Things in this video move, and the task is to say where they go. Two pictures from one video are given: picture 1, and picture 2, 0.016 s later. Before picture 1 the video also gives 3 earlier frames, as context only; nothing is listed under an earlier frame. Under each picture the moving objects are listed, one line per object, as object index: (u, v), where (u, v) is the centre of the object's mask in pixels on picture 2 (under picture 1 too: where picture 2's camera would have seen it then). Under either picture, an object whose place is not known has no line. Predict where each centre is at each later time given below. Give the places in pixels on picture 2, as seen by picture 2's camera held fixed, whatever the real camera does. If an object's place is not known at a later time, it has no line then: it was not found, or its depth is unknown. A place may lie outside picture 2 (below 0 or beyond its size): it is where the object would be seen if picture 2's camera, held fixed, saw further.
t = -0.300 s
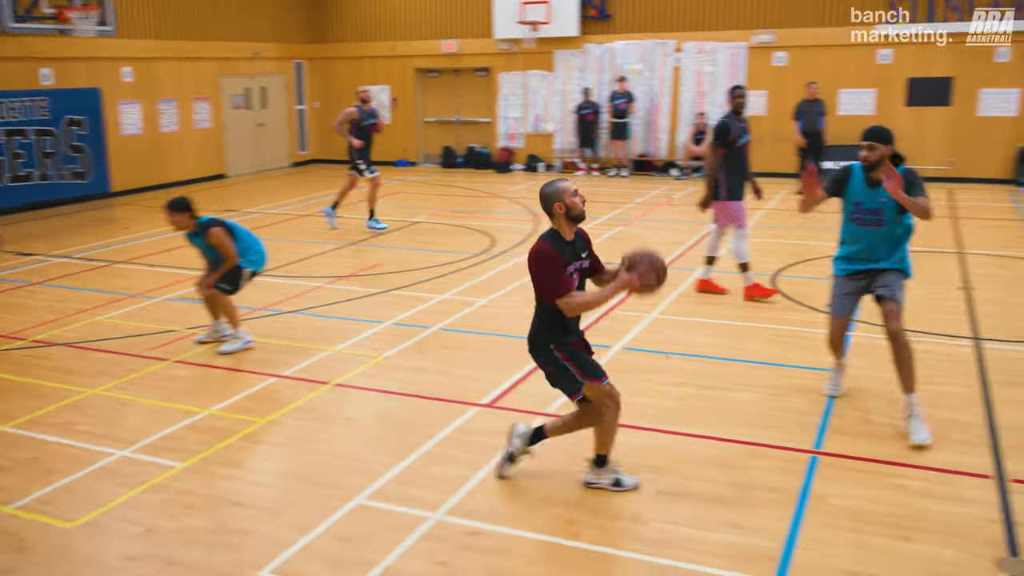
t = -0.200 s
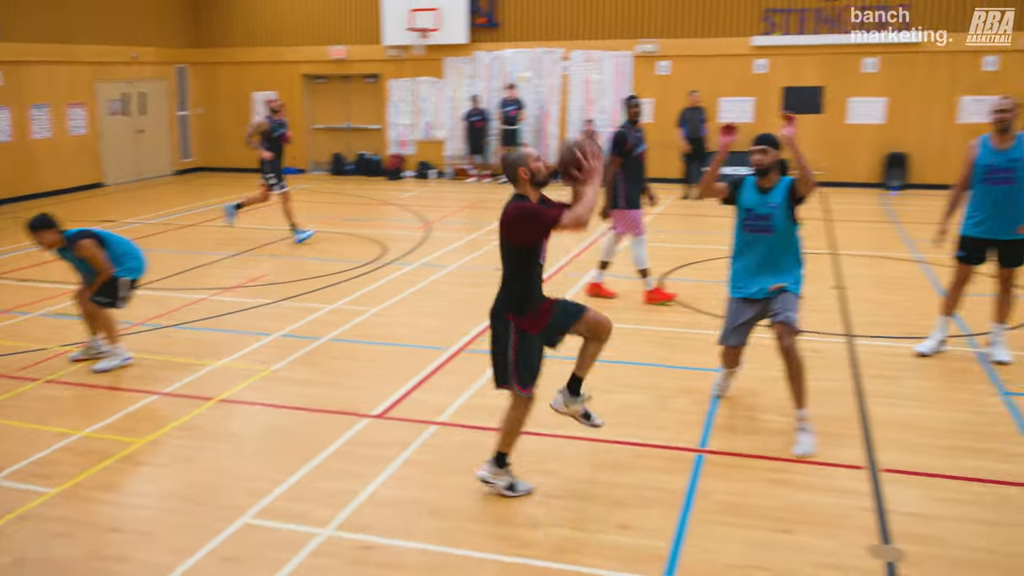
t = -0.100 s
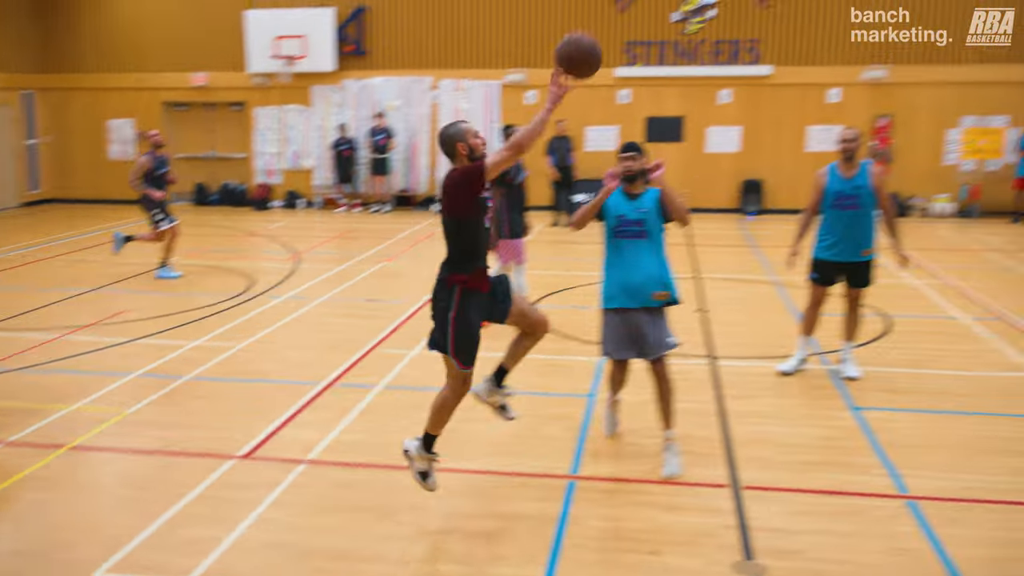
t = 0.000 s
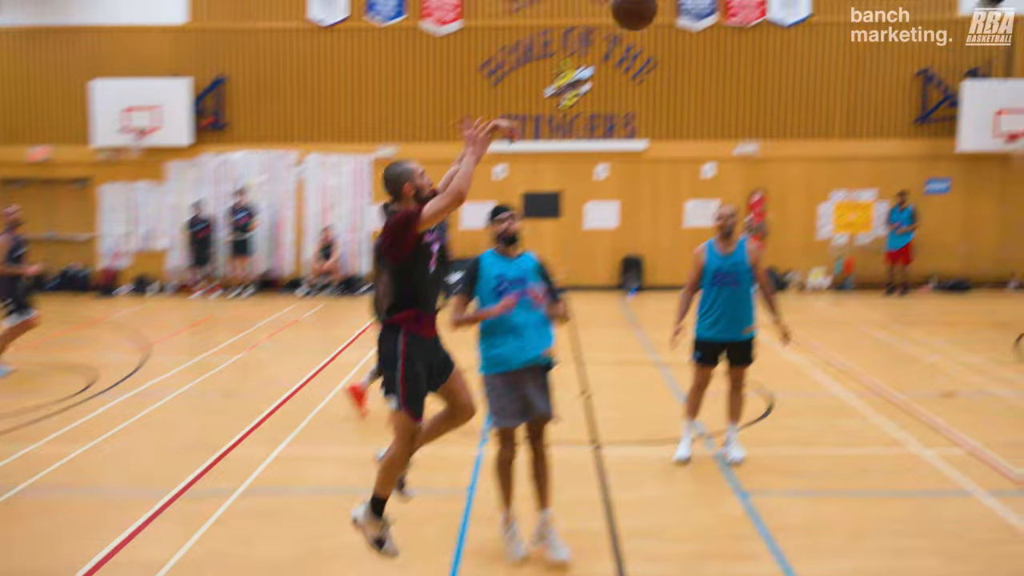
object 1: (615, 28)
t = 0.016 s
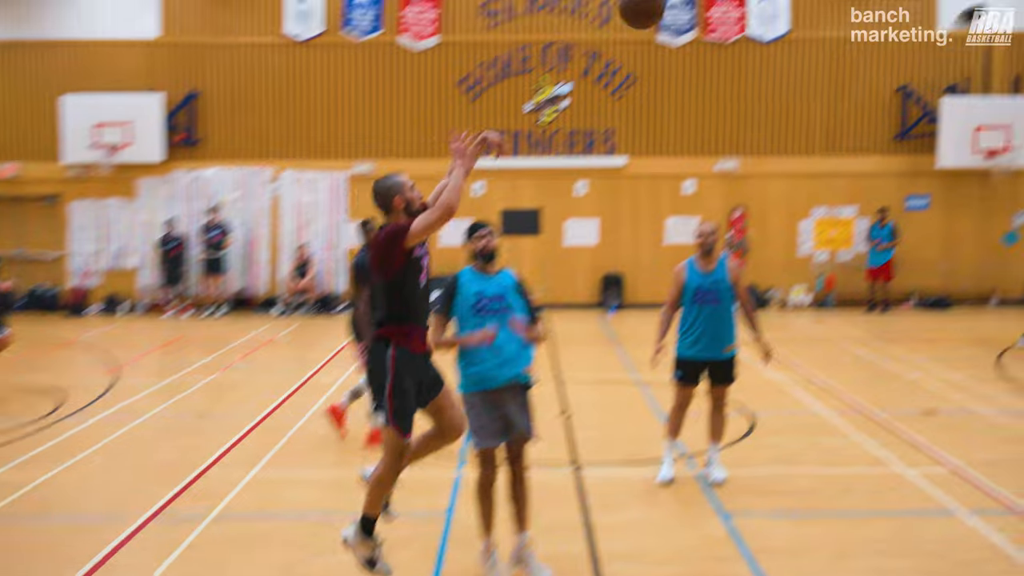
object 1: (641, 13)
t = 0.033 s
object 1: (666, -4)
